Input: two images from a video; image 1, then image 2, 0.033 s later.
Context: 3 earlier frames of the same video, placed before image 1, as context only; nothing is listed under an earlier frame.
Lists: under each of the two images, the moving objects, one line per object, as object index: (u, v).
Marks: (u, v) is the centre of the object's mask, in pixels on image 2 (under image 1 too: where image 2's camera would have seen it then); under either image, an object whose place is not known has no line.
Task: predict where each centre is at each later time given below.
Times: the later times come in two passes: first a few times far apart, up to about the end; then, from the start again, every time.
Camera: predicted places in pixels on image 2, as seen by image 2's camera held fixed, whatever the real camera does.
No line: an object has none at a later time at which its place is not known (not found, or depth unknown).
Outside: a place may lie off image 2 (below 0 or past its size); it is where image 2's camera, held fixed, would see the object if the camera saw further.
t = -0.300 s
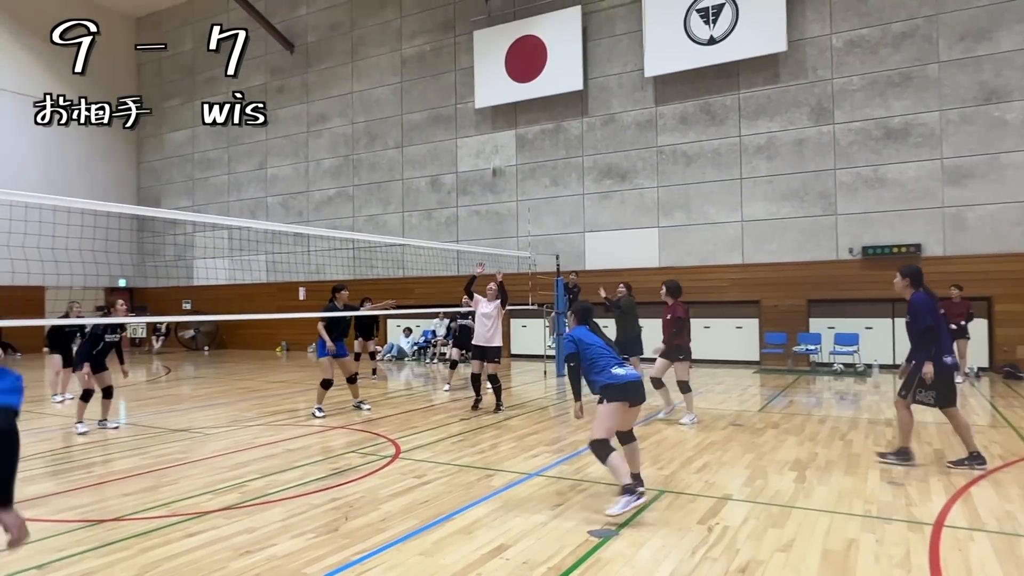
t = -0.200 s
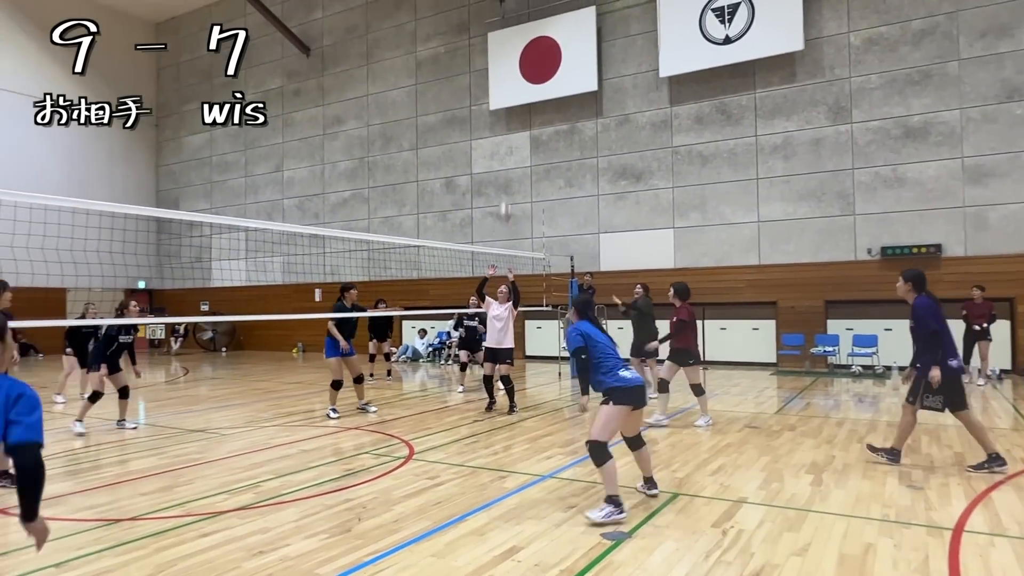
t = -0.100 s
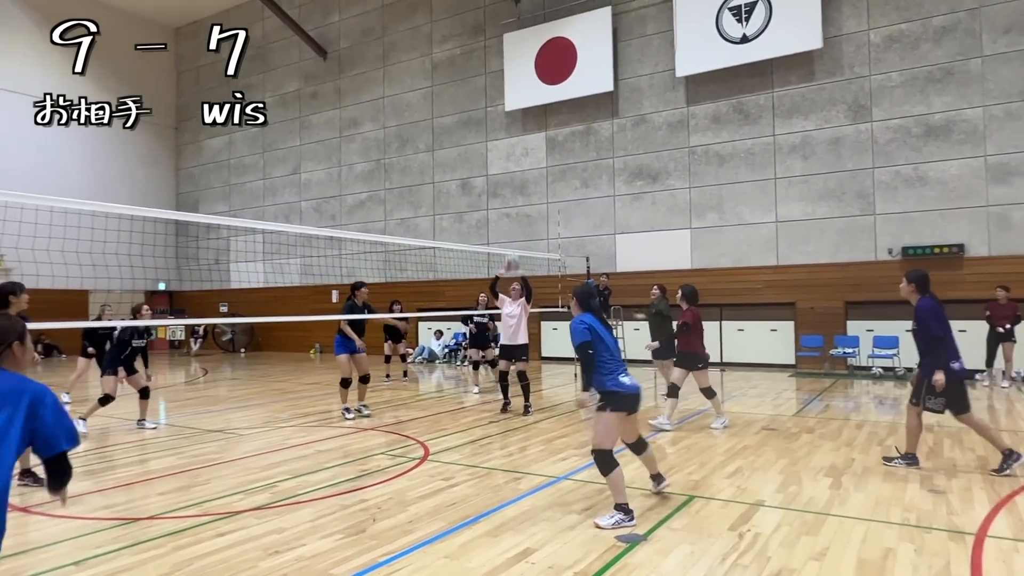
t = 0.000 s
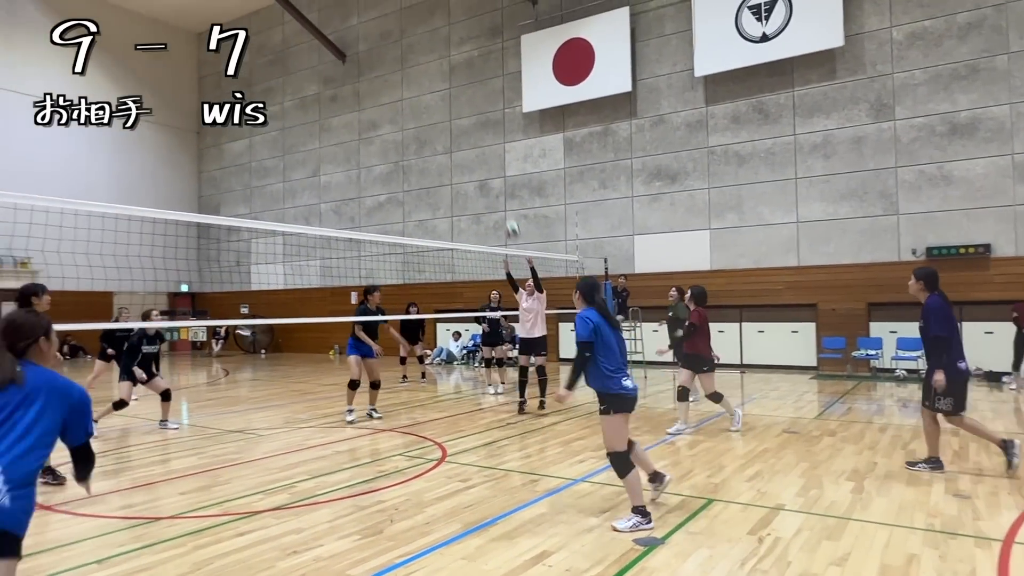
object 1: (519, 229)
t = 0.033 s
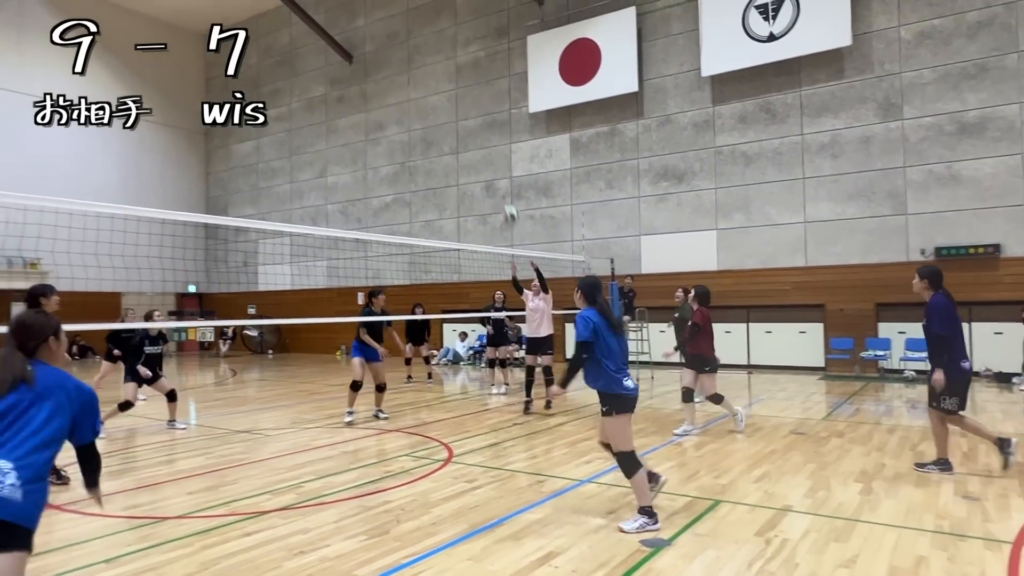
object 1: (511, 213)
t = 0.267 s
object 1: (457, 118)
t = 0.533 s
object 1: (384, 48)
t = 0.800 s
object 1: (291, 43)
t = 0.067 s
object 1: (503, 199)
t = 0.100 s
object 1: (496, 183)
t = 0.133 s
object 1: (488, 170)
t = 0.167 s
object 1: (481, 156)
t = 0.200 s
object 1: (473, 144)
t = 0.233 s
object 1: (465, 130)
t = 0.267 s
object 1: (457, 118)
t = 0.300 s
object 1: (449, 106)
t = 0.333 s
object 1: (440, 96)
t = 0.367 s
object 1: (431, 86)
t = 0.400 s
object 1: (422, 77)
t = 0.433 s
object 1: (413, 68)
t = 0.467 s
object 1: (403, 60)
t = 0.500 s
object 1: (394, 54)
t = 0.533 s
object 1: (384, 48)
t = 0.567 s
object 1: (374, 44)
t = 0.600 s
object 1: (364, 40)
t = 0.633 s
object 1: (353, 37)
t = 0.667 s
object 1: (342, 35)
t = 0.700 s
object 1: (331, 35)
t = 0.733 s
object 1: (318, 36)
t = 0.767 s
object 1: (306, 38)
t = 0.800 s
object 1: (291, 43)
